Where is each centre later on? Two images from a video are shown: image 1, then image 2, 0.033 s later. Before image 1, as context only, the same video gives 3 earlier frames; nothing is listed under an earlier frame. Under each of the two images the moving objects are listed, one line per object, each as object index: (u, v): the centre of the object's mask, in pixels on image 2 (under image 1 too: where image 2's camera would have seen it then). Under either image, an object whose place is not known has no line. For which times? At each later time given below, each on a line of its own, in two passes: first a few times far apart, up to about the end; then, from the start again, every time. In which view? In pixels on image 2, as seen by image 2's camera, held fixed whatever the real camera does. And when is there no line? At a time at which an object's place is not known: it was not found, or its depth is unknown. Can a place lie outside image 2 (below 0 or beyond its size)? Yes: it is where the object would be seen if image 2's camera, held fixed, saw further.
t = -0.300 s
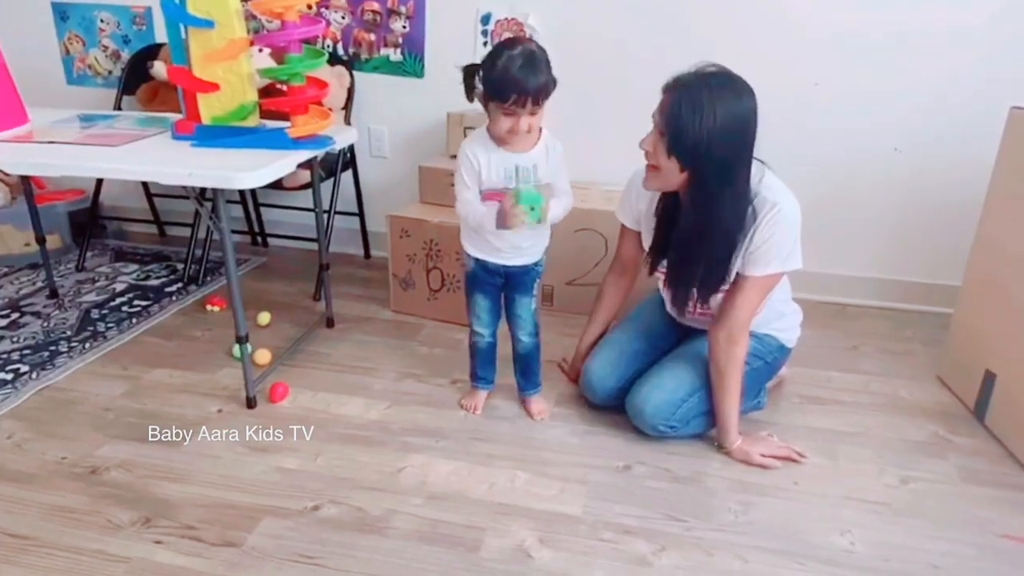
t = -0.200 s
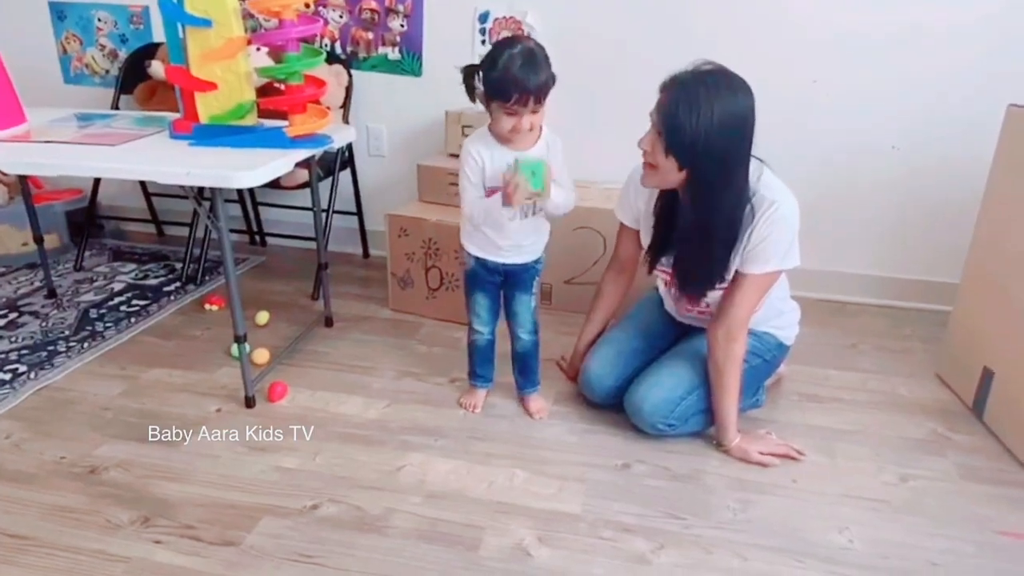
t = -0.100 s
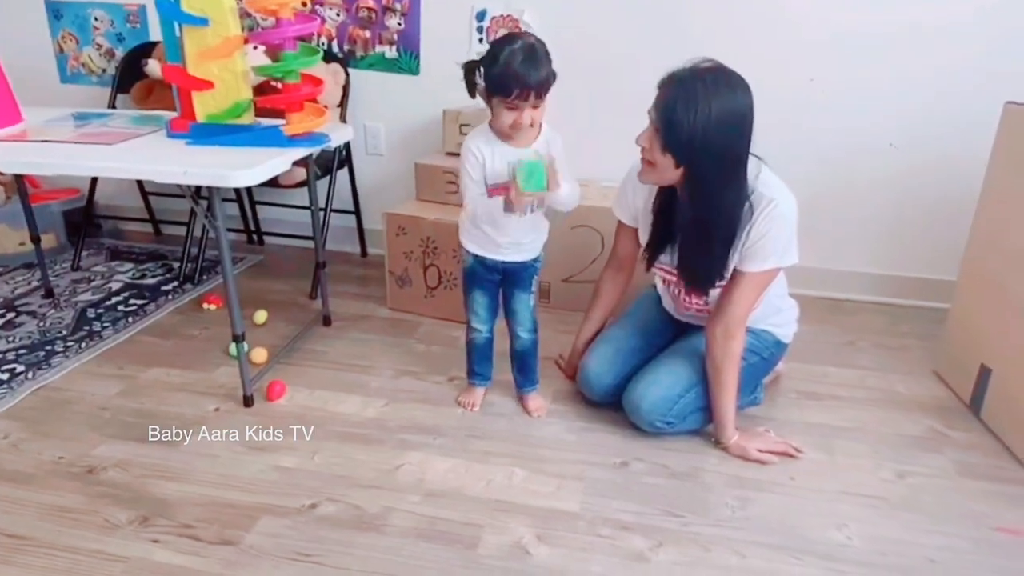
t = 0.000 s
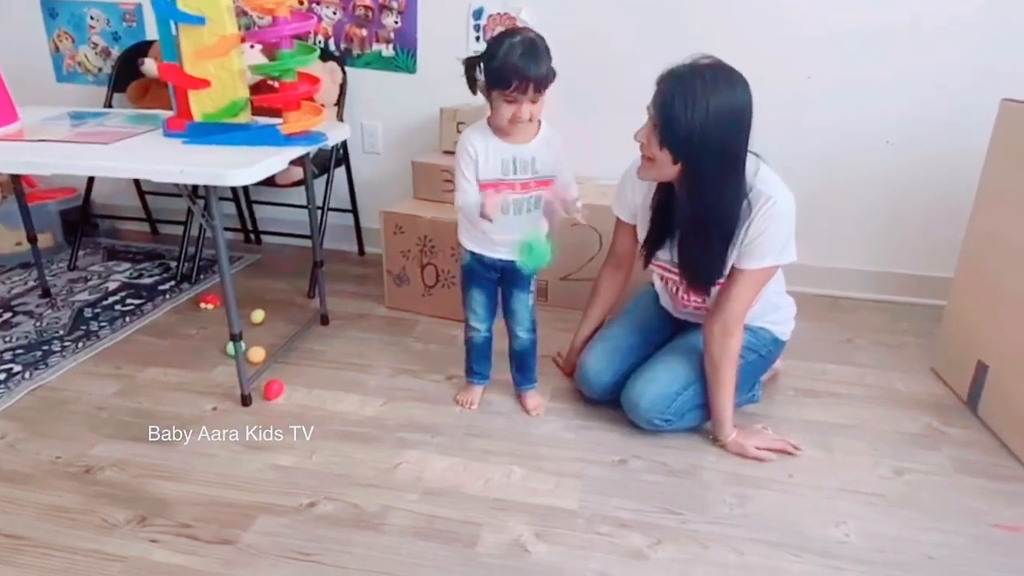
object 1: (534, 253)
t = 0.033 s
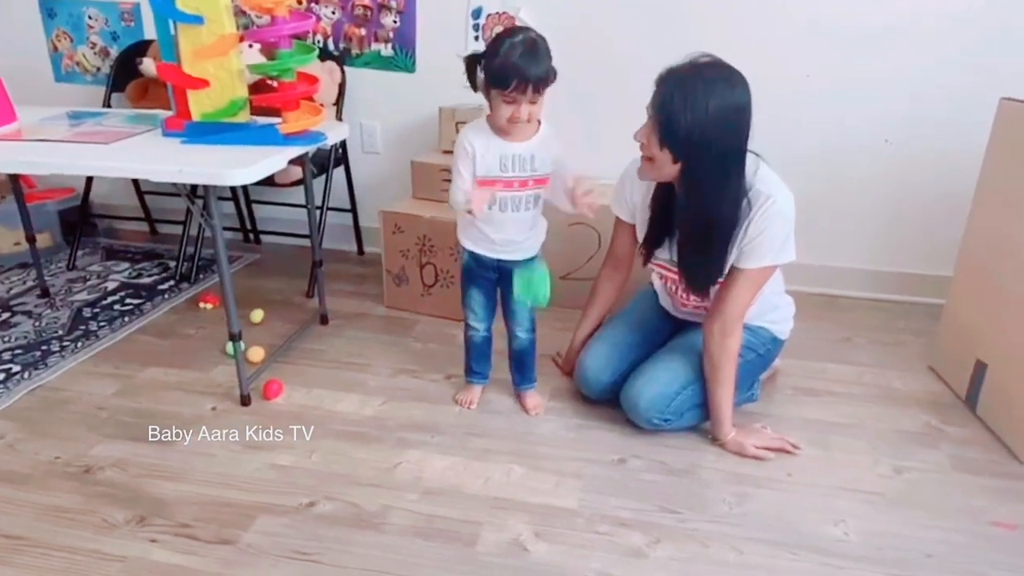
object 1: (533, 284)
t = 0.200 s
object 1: (545, 473)
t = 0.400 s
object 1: (640, 427)
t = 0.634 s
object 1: (737, 516)
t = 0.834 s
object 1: (784, 501)
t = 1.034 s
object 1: (845, 484)
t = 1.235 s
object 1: (902, 484)
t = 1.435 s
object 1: (940, 500)
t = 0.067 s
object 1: (534, 325)
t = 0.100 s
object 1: (534, 367)
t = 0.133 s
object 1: (535, 412)
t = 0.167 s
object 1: (536, 467)
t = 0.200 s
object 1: (545, 473)
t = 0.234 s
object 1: (561, 455)
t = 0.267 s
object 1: (577, 438)
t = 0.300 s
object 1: (593, 429)
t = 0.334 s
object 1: (609, 424)
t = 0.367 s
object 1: (624, 423)
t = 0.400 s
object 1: (640, 427)
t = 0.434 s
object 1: (657, 435)
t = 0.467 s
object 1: (674, 452)
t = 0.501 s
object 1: (687, 472)
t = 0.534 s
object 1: (700, 493)
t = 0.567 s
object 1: (714, 521)
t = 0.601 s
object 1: (727, 535)
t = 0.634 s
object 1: (737, 516)
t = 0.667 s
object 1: (748, 502)
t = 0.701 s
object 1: (757, 493)
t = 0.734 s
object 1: (765, 488)
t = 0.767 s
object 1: (772, 489)
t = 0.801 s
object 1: (777, 494)
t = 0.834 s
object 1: (784, 501)
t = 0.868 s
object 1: (796, 493)
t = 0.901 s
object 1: (807, 486)
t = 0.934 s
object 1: (814, 482)
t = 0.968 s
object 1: (823, 485)
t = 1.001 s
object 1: (833, 486)
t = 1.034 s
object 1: (845, 484)
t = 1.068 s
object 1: (858, 485)
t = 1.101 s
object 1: (870, 484)
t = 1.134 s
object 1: (882, 483)
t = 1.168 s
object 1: (891, 486)
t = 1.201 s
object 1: (898, 484)
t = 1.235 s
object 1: (902, 484)
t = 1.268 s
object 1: (909, 486)
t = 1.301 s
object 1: (916, 489)
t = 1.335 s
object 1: (925, 492)
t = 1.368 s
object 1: (929, 495)
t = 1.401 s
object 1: (935, 497)
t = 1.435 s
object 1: (940, 500)
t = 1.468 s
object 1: (950, 503)
